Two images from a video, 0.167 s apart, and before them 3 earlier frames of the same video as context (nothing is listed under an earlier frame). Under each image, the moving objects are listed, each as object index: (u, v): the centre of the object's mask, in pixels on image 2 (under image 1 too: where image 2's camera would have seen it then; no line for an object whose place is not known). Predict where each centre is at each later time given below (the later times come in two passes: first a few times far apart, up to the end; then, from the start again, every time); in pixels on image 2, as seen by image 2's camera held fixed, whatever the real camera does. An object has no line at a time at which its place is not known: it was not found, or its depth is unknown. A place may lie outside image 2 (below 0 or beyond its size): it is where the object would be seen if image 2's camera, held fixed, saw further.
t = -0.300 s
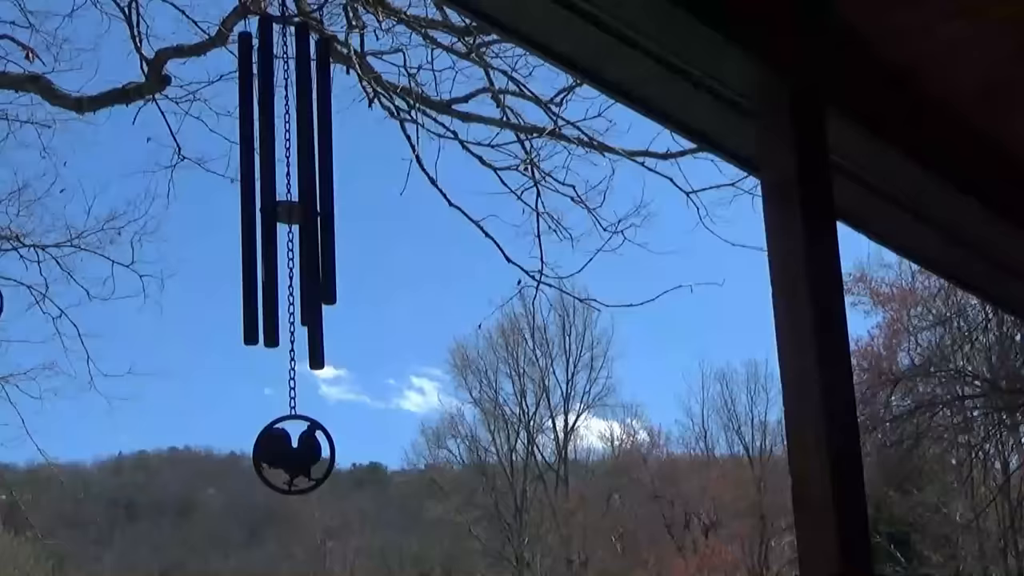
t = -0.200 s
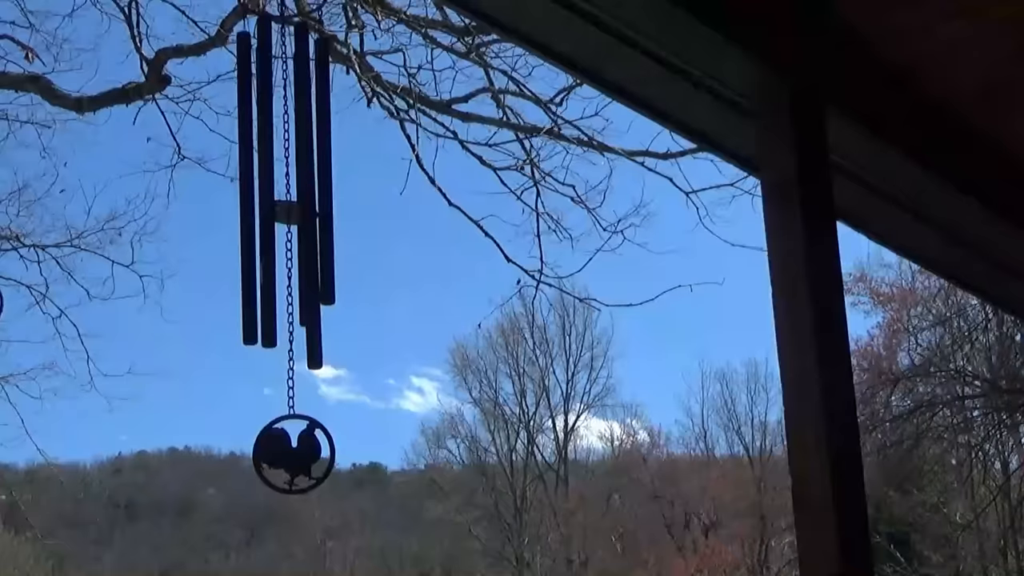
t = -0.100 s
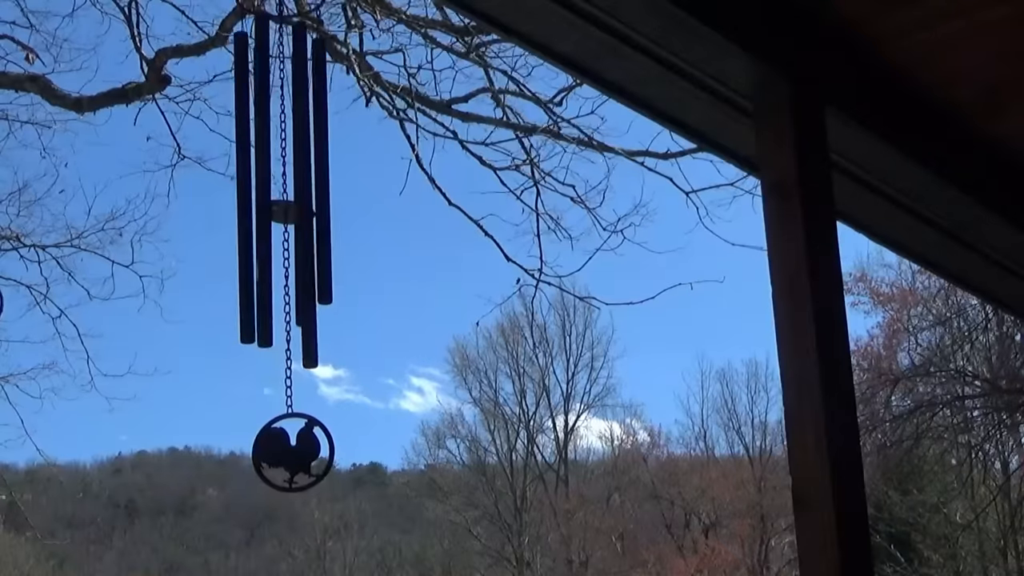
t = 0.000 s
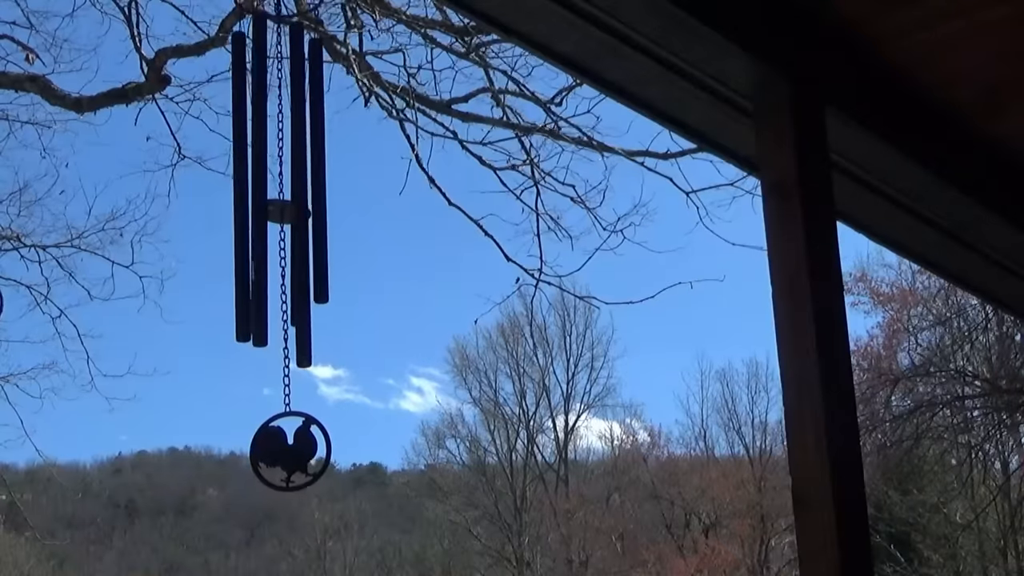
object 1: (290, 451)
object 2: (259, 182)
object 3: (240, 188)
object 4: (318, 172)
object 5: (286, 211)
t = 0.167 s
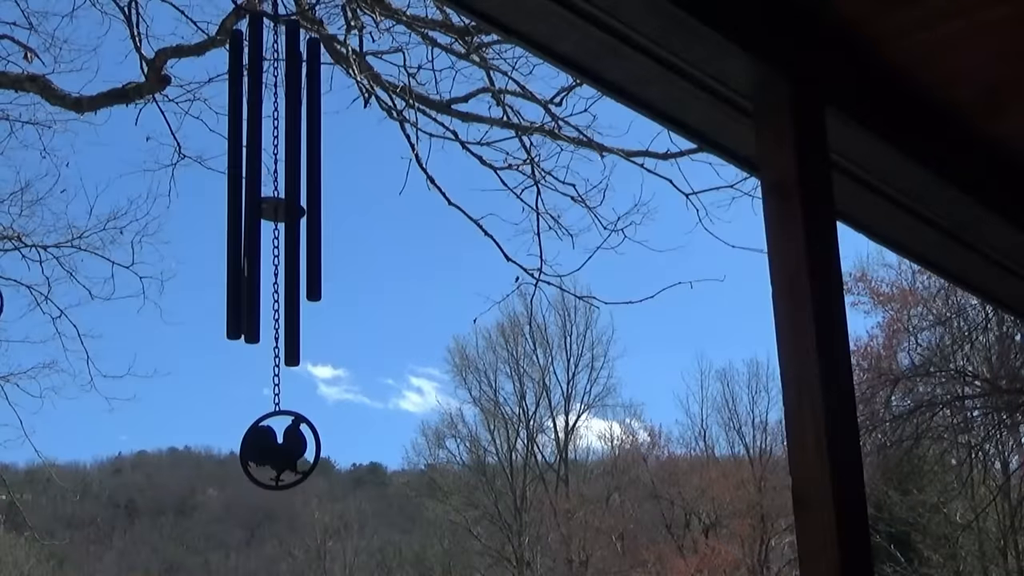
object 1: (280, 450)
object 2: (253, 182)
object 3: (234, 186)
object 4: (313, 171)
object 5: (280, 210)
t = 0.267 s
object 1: (270, 449)
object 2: (250, 184)
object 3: (232, 188)
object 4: (312, 170)
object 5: (276, 209)
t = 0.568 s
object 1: (248, 442)
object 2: (250, 180)
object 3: (230, 185)
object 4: (310, 168)
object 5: (268, 206)
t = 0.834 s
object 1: (272, 430)
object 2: (256, 177)
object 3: (237, 185)
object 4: (315, 167)
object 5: (277, 205)
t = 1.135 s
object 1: (311, 442)
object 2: (263, 172)
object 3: (245, 187)
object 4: (322, 172)
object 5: (285, 206)
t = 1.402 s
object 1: (290, 456)
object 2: (267, 172)
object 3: (244, 182)
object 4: (325, 172)
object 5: (288, 209)
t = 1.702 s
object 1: (251, 451)
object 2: (266, 178)
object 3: (241, 184)
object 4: (318, 173)
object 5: (284, 210)
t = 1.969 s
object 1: (270, 446)
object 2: (257, 181)
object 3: (233, 185)
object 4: (311, 169)
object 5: (275, 208)
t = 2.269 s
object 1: (296, 450)
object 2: (256, 181)
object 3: (232, 183)
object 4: (313, 172)
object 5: (274, 206)
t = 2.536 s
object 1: (281, 448)
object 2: (264, 179)
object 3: (241, 180)
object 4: (323, 172)
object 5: (283, 207)
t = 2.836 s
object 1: (271, 442)
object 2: (270, 180)
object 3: (246, 186)
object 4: (324, 169)
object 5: (290, 209)
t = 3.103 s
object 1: (278, 445)
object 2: (266, 175)
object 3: (241, 186)
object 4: (320, 161)
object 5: (287, 208)
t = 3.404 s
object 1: (255, 445)
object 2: (256, 179)
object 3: (236, 181)
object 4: (314, 173)
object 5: (276, 207)
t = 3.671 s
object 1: (241, 443)
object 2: (252, 180)
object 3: (229, 191)
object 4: (310, 170)
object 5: (270, 208)
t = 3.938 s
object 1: (264, 447)
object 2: (253, 178)
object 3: (229, 184)
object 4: (310, 167)
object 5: (274, 205)
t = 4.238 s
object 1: (290, 445)
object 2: (264, 177)
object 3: (243, 182)
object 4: (320, 171)
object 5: (283, 206)
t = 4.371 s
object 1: (293, 447)
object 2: (270, 179)
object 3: (249, 186)
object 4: (326, 172)
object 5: (289, 208)
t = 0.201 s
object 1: (277, 450)
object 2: (252, 183)
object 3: (234, 188)
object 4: (313, 170)
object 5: (279, 209)
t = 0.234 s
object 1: (274, 450)
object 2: (251, 184)
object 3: (233, 188)
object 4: (312, 170)
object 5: (277, 209)
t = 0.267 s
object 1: (270, 449)
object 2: (250, 184)
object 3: (232, 188)
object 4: (312, 170)
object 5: (276, 209)
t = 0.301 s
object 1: (267, 449)
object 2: (250, 183)
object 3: (231, 187)
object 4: (311, 170)
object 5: (275, 209)
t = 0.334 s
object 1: (263, 448)
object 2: (249, 182)
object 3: (230, 187)
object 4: (310, 169)
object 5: (273, 208)
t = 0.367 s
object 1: (260, 447)
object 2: (249, 181)
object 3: (229, 187)
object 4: (310, 169)
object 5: (269, 207)
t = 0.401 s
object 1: (257, 447)
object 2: (249, 179)
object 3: (229, 186)
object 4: (309, 169)
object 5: (267, 207)
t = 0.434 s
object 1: (255, 446)
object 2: (249, 178)
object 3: (229, 186)
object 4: (309, 168)
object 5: (267, 206)
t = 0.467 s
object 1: (252, 445)
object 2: (249, 177)
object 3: (229, 186)
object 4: (309, 168)
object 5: (267, 206)
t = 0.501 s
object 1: (251, 444)
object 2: (249, 179)
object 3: (229, 186)
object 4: (309, 168)
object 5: (267, 206)
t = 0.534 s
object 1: (249, 443)
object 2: (250, 180)
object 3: (229, 185)
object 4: (309, 169)
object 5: (268, 206)
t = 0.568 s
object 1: (248, 442)
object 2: (250, 180)
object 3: (230, 185)
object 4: (310, 168)
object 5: (268, 206)
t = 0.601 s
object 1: (249, 440)
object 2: (251, 181)
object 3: (230, 185)
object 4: (310, 169)
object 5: (270, 205)
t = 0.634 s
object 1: (249, 438)
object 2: (251, 181)
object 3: (231, 185)
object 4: (311, 168)
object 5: (270, 205)
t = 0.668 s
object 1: (251, 437)
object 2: (252, 181)
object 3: (232, 185)
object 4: (311, 168)
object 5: (271, 205)
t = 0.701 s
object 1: (254, 435)
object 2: (253, 181)
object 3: (233, 185)
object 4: (312, 167)
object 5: (272, 205)
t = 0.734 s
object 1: (257, 433)
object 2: (253, 181)
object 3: (234, 184)
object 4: (313, 167)
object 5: (272, 205)
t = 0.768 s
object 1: (261, 432)
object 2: (254, 181)
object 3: (235, 184)
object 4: (314, 168)
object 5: (273, 205)
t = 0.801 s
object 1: (266, 430)
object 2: (255, 179)
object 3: (236, 184)
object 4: (314, 167)
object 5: (275, 204)
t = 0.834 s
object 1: (272, 430)
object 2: (256, 177)
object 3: (237, 185)
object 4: (315, 167)
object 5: (277, 205)
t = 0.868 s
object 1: (277, 430)
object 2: (257, 175)
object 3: (239, 185)
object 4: (316, 168)
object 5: (277, 205)
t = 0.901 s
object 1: (283, 430)
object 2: (258, 173)
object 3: (240, 184)
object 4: (317, 169)
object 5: (279, 205)
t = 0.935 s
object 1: (288, 430)
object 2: (258, 173)
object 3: (241, 183)
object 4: (318, 169)
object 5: (280, 205)
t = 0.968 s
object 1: (294, 432)
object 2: (259, 172)
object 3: (242, 183)
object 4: (318, 169)
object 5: (281, 205)
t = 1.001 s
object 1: (299, 433)
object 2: (260, 173)
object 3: (243, 182)
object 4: (319, 170)
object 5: (282, 205)
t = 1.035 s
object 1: (303, 435)
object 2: (261, 171)
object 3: (243, 183)
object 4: (320, 171)
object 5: (283, 205)
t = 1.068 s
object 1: (307, 437)
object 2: (262, 172)
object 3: (244, 184)
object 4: (321, 170)
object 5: (284, 205)
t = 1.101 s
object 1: (310, 440)
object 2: (263, 171)
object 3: (245, 186)
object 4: (321, 171)
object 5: (285, 205)
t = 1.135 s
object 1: (311, 442)
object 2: (263, 172)
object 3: (245, 187)
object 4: (322, 172)
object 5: (285, 206)
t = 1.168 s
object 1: (312, 445)
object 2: (264, 172)
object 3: (245, 188)
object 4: (322, 172)
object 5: (286, 206)
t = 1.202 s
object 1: (311, 447)
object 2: (264, 172)
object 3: (246, 189)
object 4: (323, 173)
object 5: (287, 206)
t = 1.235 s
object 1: (310, 449)
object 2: (265, 173)
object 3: (246, 191)
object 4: (323, 174)
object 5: (287, 206)
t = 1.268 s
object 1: (307, 451)
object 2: (266, 173)
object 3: (247, 191)
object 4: (324, 172)
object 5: (288, 207)
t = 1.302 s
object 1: (304, 452)
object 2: (266, 172)
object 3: (246, 189)
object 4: (325, 171)
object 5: (288, 207)
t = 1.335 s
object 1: (300, 454)
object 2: (267, 173)
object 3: (246, 187)
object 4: (325, 172)
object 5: (288, 208)
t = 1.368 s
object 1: (295, 455)
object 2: (267, 173)
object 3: (245, 187)
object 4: (325, 171)
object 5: (288, 209)
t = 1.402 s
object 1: (290, 456)
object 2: (267, 172)
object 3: (244, 182)
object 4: (325, 172)
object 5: (288, 209)
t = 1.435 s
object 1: (285, 456)
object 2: (270, 181)
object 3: (244, 183)
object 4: (324, 173)
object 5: (288, 209)
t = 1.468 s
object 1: (279, 456)
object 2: (270, 180)
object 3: (244, 183)
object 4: (324, 173)
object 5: (289, 210)
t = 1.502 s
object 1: (274, 456)
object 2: (269, 181)
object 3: (244, 183)
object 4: (323, 172)
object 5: (288, 210)
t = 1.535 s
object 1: (268, 456)
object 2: (269, 181)
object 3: (243, 182)
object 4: (323, 174)
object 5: (288, 210)
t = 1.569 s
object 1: (263, 455)
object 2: (268, 180)
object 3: (243, 183)
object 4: (322, 173)
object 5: (287, 210)
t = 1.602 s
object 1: (259, 454)
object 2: (268, 179)
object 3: (242, 185)
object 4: (321, 173)
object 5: (287, 210)
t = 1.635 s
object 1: (255, 453)
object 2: (267, 178)
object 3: (242, 183)
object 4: (320, 173)
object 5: (286, 210)
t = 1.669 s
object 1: (252, 452)
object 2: (267, 178)
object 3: (242, 184)
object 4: (319, 174)
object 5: (285, 210)
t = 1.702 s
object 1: (251, 451)
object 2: (266, 178)
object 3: (241, 184)
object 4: (318, 173)
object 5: (284, 210)
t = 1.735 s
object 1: (250, 450)
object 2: (265, 180)
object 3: (240, 185)
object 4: (317, 172)
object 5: (283, 210)
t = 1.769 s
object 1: (250, 448)
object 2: (264, 179)
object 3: (239, 186)
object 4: (316, 172)
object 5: (282, 210)
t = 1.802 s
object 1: (252, 448)
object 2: (262, 178)
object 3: (237, 184)
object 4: (314, 172)
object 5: (279, 210)
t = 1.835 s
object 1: (254, 447)
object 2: (261, 176)
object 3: (236, 183)
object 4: (313, 171)
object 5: (279, 209)
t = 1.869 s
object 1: (257, 447)
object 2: (260, 178)
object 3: (235, 182)
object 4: (312, 171)
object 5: (278, 209)
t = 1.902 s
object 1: (261, 446)
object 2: (259, 177)
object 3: (234, 183)
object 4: (312, 170)
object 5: (276, 209)
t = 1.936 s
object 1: (265, 446)
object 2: (259, 180)
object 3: (234, 184)
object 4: (311, 171)
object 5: (276, 208)
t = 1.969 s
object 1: (270, 446)
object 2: (257, 181)
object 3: (233, 185)
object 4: (311, 169)
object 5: (275, 208)
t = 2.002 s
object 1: (274, 446)
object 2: (256, 180)
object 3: (232, 185)
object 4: (310, 167)
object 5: (275, 207)
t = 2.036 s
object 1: (279, 446)
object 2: (255, 179)
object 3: (231, 185)
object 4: (310, 167)
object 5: (274, 207)
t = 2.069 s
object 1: (283, 446)
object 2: (255, 179)
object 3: (231, 186)
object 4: (310, 166)
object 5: (273, 207)
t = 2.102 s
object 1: (287, 447)
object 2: (255, 178)
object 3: (231, 185)
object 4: (310, 165)
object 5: (273, 206)
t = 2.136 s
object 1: (290, 447)
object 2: (255, 178)
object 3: (231, 185)
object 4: (311, 167)
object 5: (273, 206)
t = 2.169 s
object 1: (293, 448)
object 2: (255, 179)
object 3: (231, 184)
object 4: (311, 168)
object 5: (273, 206)
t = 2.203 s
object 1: (295, 448)
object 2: (255, 181)
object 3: (231, 184)
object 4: (311, 173)
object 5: (274, 206)
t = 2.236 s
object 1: (296, 449)
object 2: (255, 181)
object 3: (231, 183)
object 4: (311, 176)
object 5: (274, 206)
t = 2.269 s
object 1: (296, 450)
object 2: (256, 181)
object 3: (232, 183)
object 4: (313, 172)
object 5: (274, 206)
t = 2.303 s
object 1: (296, 450)
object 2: (256, 182)
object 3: (233, 183)
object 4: (314, 171)
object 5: (275, 206)
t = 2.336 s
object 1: (295, 450)
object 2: (258, 182)
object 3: (234, 183)
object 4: (315, 172)
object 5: (276, 206)
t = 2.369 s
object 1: (293, 451)
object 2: (259, 182)
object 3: (235, 180)
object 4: (317, 172)
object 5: (278, 207)
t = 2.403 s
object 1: (291, 450)
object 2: (260, 182)
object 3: (236, 181)
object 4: (318, 170)
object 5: (278, 207)
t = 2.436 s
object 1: (288, 450)
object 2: (261, 181)
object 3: (238, 184)
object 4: (319, 170)
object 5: (282, 208)
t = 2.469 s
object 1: (286, 450)
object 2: (262, 179)
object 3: (239, 184)
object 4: (320, 171)
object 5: (283, 208)
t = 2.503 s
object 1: (283, 449)
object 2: (263, 178)
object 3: (241, 183)
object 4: (322, 171)
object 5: (284, 208)
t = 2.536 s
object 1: (281, 448)
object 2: (264, 179)
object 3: (241, 180)
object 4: (323, 172)
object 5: (283, 207)
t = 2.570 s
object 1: (278, 447)
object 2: (265, 178)
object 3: (243, 184)
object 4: (323, 172)
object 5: (289, 208)
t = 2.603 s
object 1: (276, 447)
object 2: (266, 178)
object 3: (244, 184)
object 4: (324, 171)
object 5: (285, 208)
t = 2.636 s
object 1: (274, 446)
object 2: (267, 176)
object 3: (245, 182)
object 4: (324, 171)
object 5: (285, 208)
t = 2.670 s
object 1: (273, 445)
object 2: (268, 176)
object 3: (246, 188)
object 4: (324, 171)
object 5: (287, 208)
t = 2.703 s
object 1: (271, 444)
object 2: (269, 176)
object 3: (247, 189)
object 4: (324, 171)
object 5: (288, 208)
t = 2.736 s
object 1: (271, 443)
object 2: (269, 178)
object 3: (246, 184)
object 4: (324, 171)
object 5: (289, 208)
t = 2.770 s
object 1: (271, 442)
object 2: (269, 181)
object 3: (246, 184)
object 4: (324, 173)
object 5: (289, 208)
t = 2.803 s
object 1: (271, 442)
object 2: (270, 181)
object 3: (246, 185)
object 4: (323, 169)
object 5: (290, 208)
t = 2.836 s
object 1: (271, 442)
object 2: (270, 180)
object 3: (246, 186)
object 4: (324, 169)
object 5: (290, 209)
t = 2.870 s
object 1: (272, 442)
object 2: (270, 180)
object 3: (245, 185)
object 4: (323, 167)
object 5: (287, 208)
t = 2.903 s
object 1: (273, 442)
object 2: (270, 180)
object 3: (245, 186)
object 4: (322, 164)
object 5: (284, 208)
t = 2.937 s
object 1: (275, 443)
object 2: (270, 180)
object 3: (244, 186)
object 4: (322, 163)
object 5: (284, 208)
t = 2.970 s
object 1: (276, 443)
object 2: (269, 180)
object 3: (244, 185)
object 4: (322, 162)
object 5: (289, 209)
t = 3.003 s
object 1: (277, 444)
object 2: (269, 181)
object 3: (243, 186)
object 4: (322, 159)
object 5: (289, 209)
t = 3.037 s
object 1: (278, 444)
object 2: (268, 180)
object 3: (242, 185)
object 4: (321, 159)
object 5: (288, 208)
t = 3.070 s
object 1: (279, 444)
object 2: (268, 177)
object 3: (242, 184)
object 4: (320, 160)
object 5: (287, 208)
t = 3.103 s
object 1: (278, 445)
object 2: (266, 175)
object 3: (241, 186)
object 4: (320, 161)
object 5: (287, 208)
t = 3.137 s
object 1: (277, 445)
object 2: (265, 179)
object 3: (240, 186)
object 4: (319, 164)
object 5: (285, 208)
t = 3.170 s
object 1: (276, 445)
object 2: (264, 179)
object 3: (240, 186)
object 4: (318, 166)
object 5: (284, 208)
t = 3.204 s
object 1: (274, 445)
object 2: (262, 179)
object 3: (239, 184)
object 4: (318, 166)
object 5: (282, 207)
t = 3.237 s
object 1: (271, 445)
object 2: (261, 179)
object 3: (239, 184)
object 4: (317, 166)
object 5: (281, 207)
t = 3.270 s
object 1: (268, 445)
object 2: (260, 177)
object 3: (238, 184)
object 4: (315, 174)
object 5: (279, 207)
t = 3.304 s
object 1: (265, 445)
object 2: (259, 180)
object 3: (238, 186)
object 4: (314, 173)
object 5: (278, 207)
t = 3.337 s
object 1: (262, 445)
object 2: (257, 180)
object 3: (237, 185)
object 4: (315, 173)
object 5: (276, 207)
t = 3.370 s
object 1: (259, 445)
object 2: (256, 179)
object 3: (236, 183)
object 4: (314, 172)
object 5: (275, 207)
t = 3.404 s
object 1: (255, 445)
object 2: (256, 179)
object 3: (236, 181)
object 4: (314, 173)
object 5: (276, 207)
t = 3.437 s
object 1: (252, 444)
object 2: (255, 179)
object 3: (235, 181)
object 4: (314, 172)
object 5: (275, 208)
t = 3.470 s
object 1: (249, 444)
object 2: (254, 177)
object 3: (234, 181)
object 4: (313, 172)
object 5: (274, 208)
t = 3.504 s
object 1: (246, 444)
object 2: (254, 175)
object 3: (233, 183)
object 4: (313, 172)
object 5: (272, 208)
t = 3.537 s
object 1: (243, 443)
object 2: (253, 176)
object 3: (232, 186)
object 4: (312, 171)
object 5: (271, 207)
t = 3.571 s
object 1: (242, 443)
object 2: (252, 176)
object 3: (231, 187)
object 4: (312, 172)
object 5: (271, 208)
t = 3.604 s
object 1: (240, 443)
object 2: (252, 178)
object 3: (231, 189)
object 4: (311, 171)
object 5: (270, 208)
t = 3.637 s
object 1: (240, 443)
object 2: (252, 178)
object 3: (230, 190)
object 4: (311, 170)
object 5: (271, 208)
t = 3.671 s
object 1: (241, 443)
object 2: (252, 180)
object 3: (229, 191)
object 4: (310, 170)
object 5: (270, 208)
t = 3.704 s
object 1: (242, 444)
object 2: (252, 180)
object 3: (228, 183)
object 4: (309, 169)
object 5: (270, 207)
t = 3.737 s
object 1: (244, 444)
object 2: (252, 179)
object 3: (228, 184)
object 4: (309, 170)
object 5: (271, 207)
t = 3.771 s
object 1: (246, 445)
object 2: (253, 178)
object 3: (227, 184)
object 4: (309, 170)
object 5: (270, 207)
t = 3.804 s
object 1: (249, 446)
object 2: (253, 176)
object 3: (227, 184)
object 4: (309, 169)
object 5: (271, 207)
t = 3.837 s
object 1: (253, 446)
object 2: (253, 174)
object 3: (227, 184)
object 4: (309, 167)
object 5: (271, 206)
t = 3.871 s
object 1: (256, 447)
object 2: (253, 175)
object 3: (228, 184)
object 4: (309, 168)
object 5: (272, 206)
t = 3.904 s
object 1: (260, 447)
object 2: (254, 174)
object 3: (228, 184)
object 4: (310, 162)
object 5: (273, 206)
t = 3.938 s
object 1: (264, 447)
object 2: (253, 178)
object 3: (229, 184)
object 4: (310, 167)
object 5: (274, 205)
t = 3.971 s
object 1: (268, 446)
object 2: (254, 176)
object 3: (230, 184)
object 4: (310, 167)
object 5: (274, 205)
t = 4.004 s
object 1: (272, 446)
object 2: (255, 174)
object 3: (232, 183)
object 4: (312, 160)
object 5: (275, 205)
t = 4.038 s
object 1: (276, 446)
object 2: (256, 175)
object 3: (233, 184)
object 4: (313, 161)
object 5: (277, 205)
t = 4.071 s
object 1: (279, 445)
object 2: (257, 175)
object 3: (235, 183)
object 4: (314, 164)
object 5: (278, 206)
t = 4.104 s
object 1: (282, 445)
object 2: (258, 176)
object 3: (237, 184)
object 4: (314, 169)
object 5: (279, 206)
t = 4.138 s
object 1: (285, 445)
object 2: (259, 176)
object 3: (239, 184)
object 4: (315, 172)
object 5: (280, 206)
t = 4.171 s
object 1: (287, 445)
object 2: (261, 180)
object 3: (240, 183)
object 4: (317, 168)
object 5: (281, 206)
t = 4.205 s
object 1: (288, 445)
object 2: (263, 178)
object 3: (242, 182)
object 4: (319, 169)
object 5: (282, 206)
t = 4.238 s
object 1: (290, 445)
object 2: (264, 177)
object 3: (243, 182)
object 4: (320, 171)
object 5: (283, 206)
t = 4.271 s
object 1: (291, 445)
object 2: (266, 178)
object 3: (245, 184)
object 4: (322, 172)
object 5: (285, 207)
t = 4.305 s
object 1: (292, 446)
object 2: (267, 178)
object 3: (247, 185)
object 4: (323, 171)
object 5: (286, 207)
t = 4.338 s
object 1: (292, 446)
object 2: (268, 178)
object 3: (248, 186)
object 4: (325, 172)
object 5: (288, 207)
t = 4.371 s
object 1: (293, 447)
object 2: (270, 179)
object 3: (249, 186)
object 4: (326, 172)
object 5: (289, 208)
